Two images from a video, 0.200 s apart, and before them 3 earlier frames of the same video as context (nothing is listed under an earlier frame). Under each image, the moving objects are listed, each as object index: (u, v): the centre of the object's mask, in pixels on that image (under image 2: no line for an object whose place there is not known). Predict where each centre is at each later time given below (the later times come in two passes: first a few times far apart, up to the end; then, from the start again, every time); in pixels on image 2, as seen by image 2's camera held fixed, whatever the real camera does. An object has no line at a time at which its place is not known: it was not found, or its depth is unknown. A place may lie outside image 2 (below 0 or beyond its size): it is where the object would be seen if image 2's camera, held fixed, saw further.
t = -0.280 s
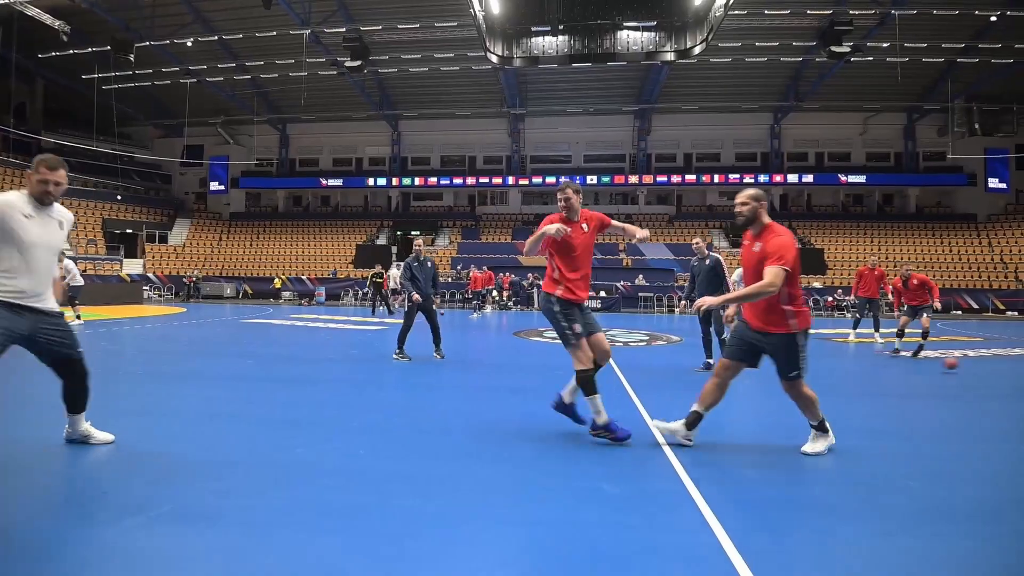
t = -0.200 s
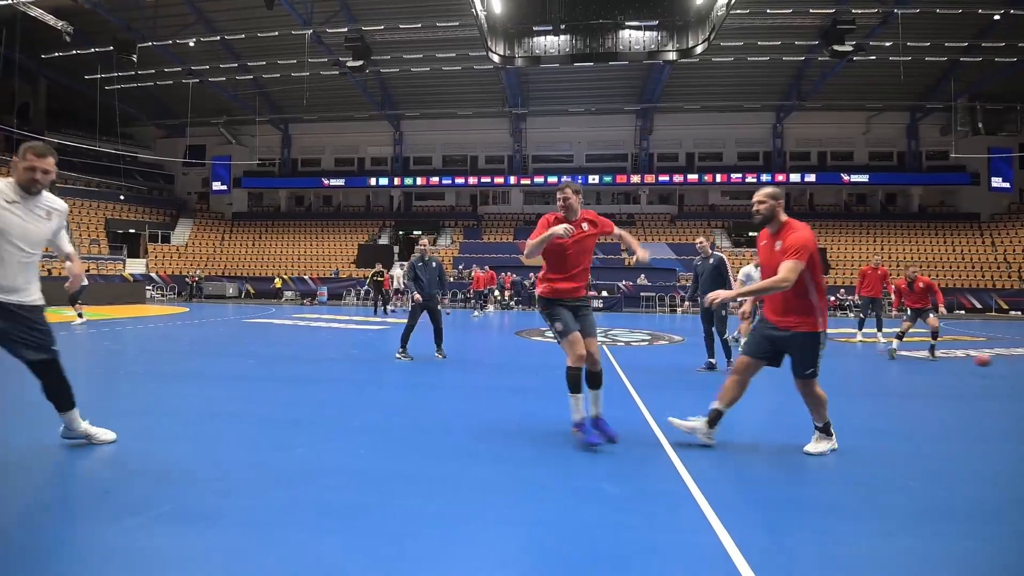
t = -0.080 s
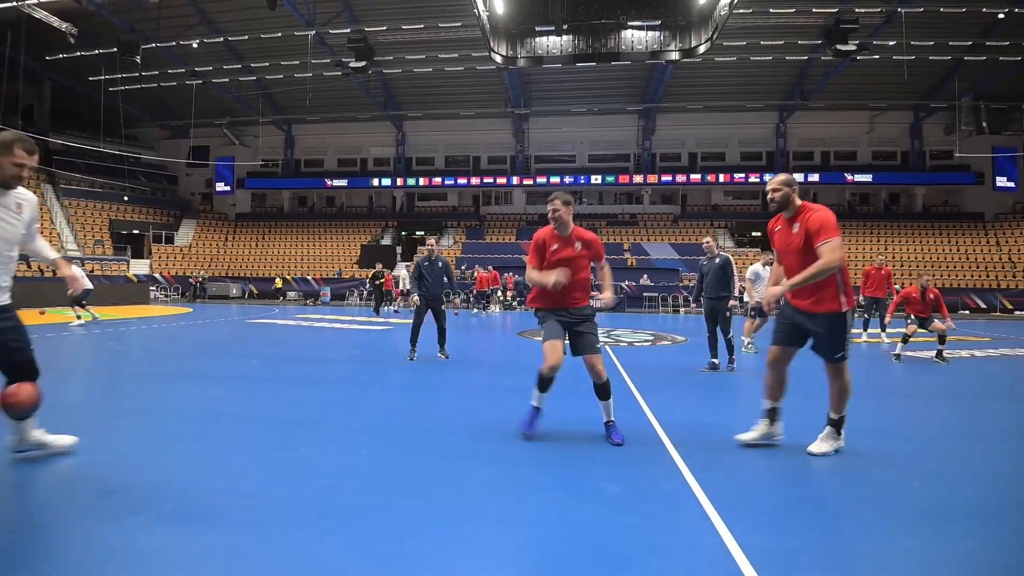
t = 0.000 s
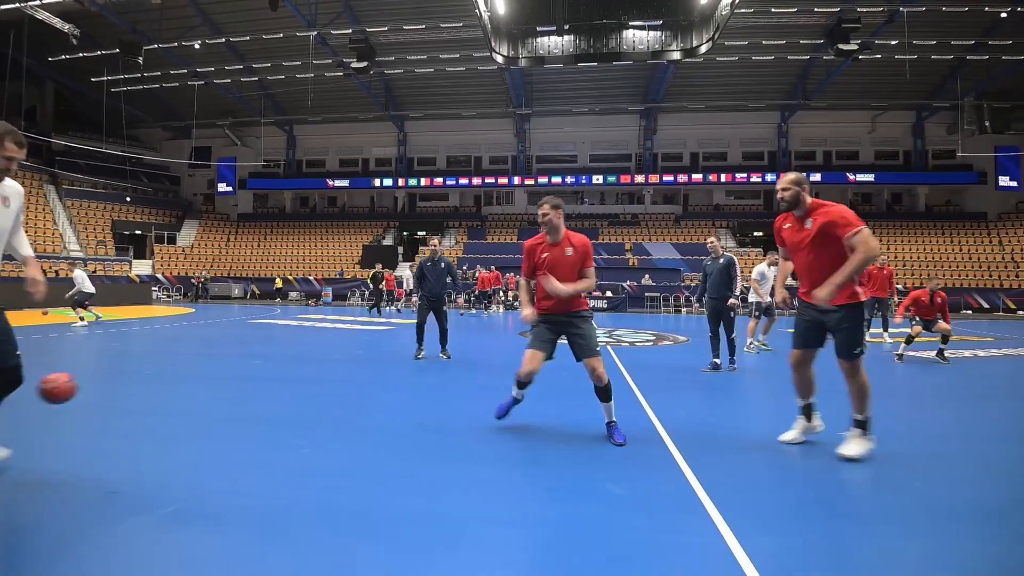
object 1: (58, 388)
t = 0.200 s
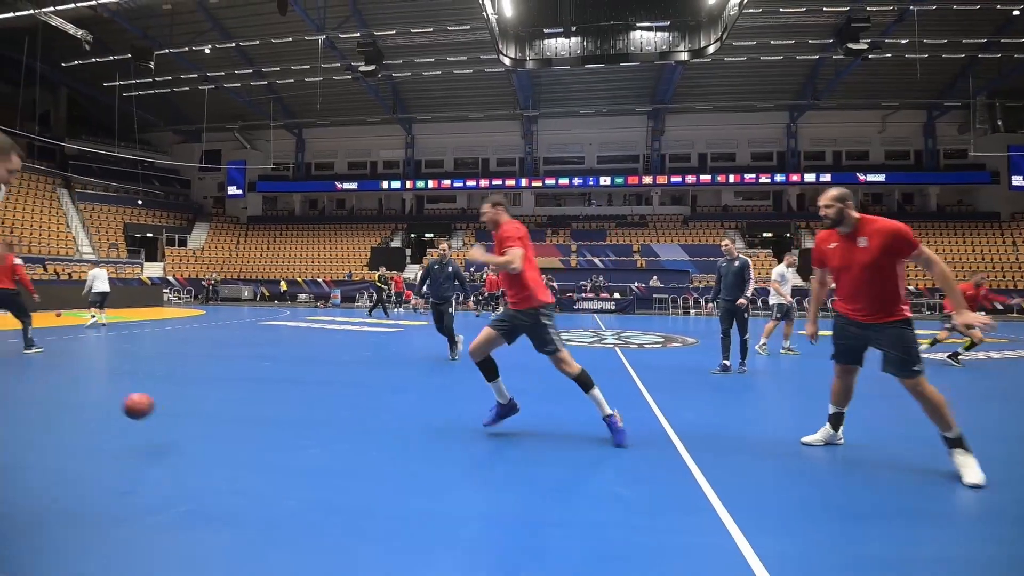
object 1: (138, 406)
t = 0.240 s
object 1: (149, 415)
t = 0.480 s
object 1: (172, 394)
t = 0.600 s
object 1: (177, 395)
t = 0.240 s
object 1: (149, 415)
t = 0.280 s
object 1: (160, 427)
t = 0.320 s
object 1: (165, 421)
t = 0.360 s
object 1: (167, 411)
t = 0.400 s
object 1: (169, 403)
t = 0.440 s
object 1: (171, 397)
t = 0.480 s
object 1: (172, 394)
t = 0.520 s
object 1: (174, 392)
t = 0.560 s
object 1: (176, 393)
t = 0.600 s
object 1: (177, 395)
